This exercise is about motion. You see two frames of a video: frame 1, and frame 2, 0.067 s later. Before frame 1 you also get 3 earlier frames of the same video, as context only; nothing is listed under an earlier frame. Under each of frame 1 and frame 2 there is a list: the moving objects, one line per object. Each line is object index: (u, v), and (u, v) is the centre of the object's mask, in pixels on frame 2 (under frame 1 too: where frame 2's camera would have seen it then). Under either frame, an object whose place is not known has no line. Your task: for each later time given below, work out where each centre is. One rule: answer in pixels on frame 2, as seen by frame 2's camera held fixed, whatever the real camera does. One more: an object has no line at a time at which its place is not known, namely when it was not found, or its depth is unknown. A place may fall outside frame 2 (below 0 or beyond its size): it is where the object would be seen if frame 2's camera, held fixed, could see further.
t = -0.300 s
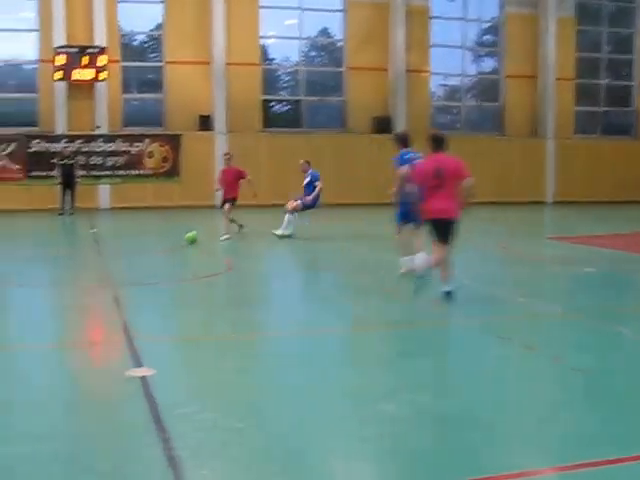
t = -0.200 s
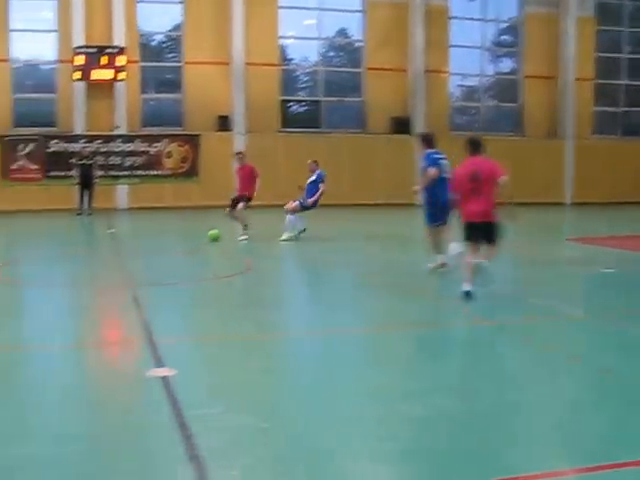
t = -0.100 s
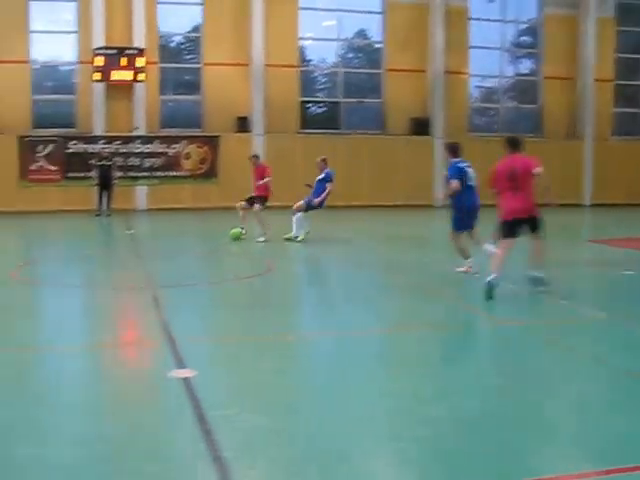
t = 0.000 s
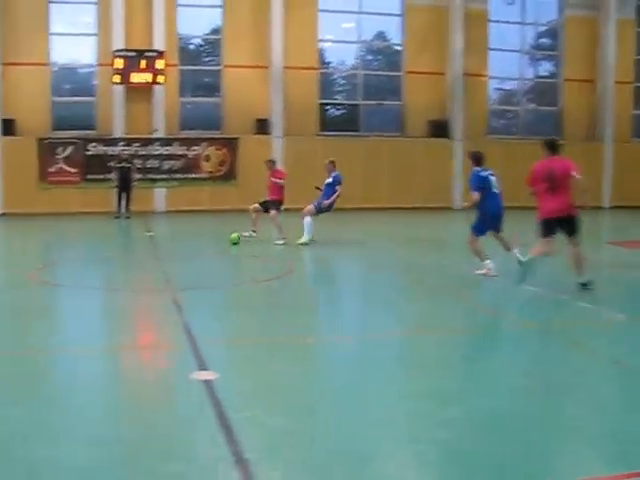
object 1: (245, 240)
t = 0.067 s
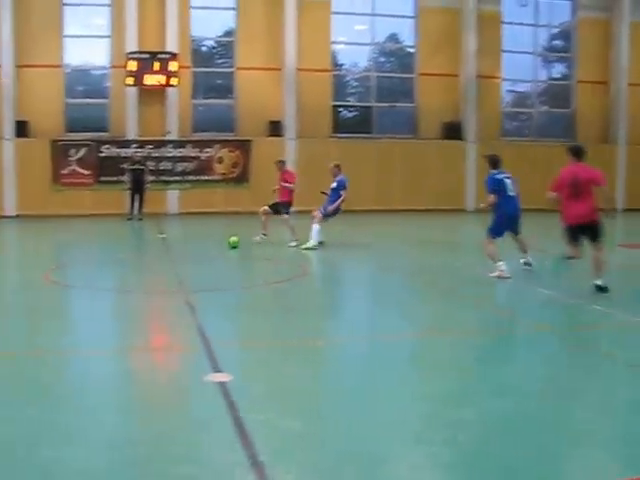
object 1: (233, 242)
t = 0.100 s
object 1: (227, 243)
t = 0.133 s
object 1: (221, 244)
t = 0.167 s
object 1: (215, 244)
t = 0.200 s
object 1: (209, 245)
